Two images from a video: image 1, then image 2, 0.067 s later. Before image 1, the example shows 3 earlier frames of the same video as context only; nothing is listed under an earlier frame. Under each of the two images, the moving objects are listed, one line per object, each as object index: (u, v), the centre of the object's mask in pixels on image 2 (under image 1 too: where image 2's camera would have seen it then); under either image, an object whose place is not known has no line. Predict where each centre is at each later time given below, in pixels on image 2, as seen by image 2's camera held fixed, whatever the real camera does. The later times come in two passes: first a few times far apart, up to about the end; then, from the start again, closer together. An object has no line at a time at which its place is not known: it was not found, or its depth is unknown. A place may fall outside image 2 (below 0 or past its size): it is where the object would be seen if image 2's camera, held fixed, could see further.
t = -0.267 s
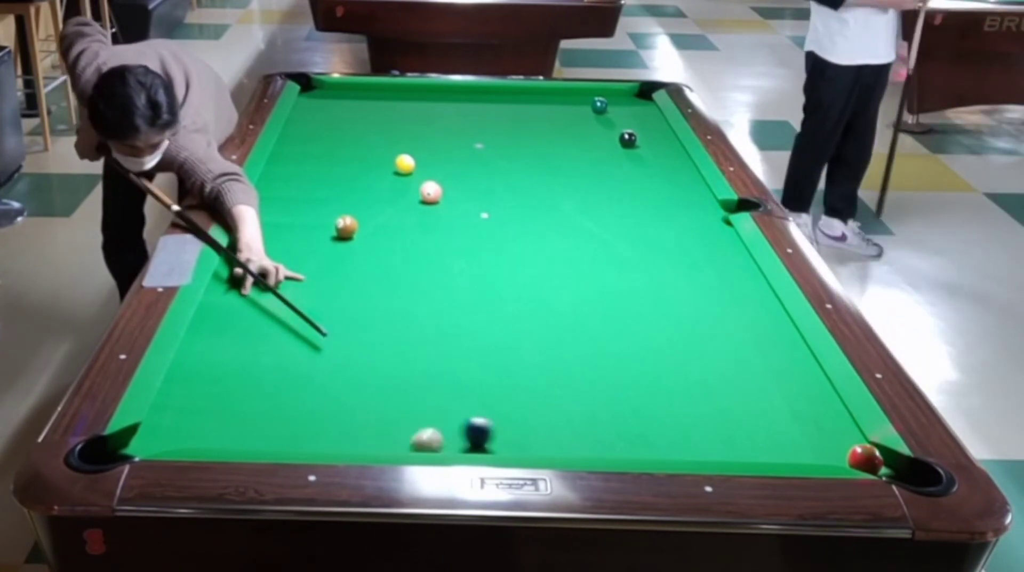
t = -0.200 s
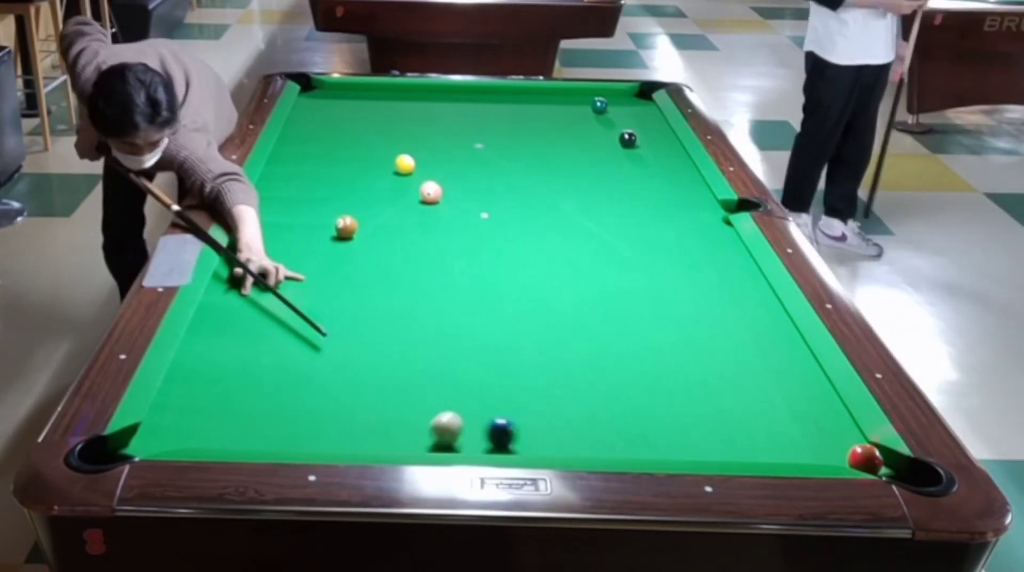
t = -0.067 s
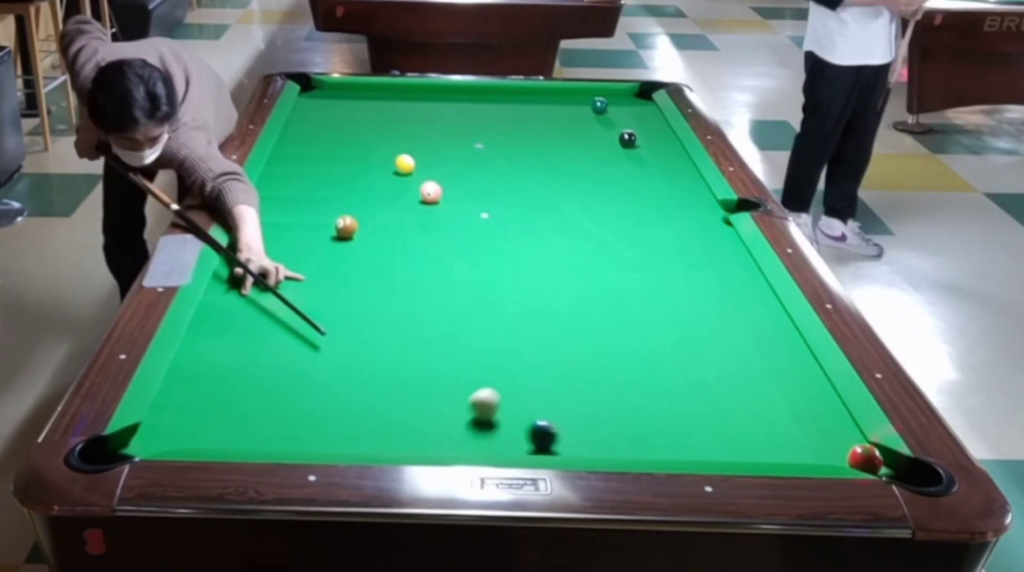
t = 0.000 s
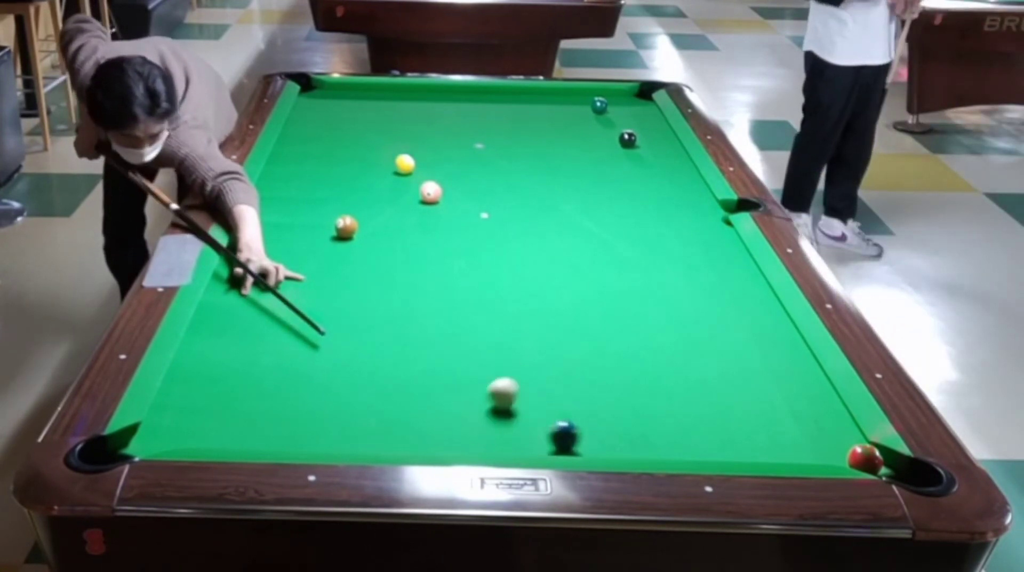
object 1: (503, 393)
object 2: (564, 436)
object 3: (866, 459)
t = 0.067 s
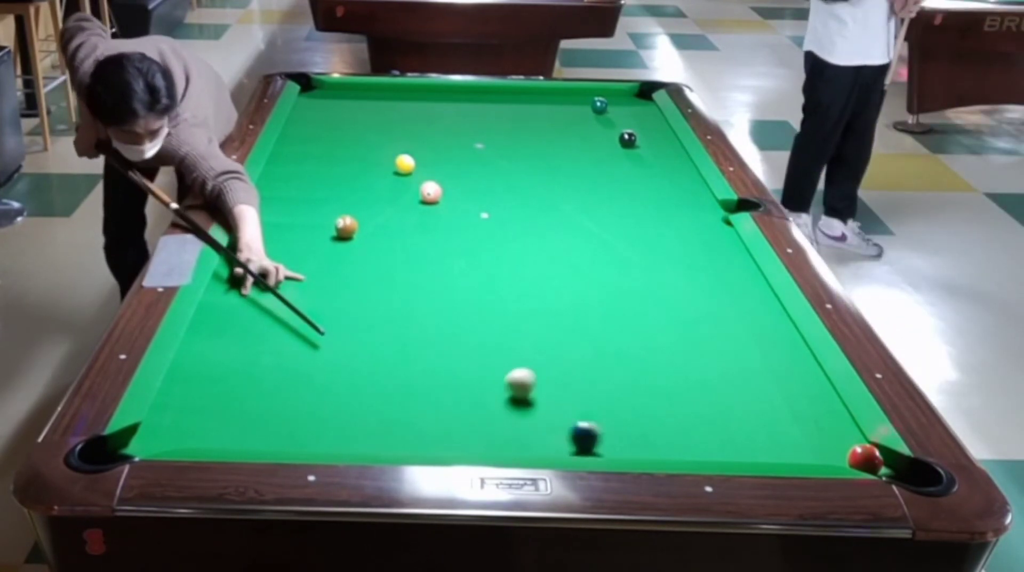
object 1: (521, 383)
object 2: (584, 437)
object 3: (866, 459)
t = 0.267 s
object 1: (569, 354)
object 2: (645, 439)
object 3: (866, 459)
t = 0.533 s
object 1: (626, 321)
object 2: (724, 441)
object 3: (866, 459)
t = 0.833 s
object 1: (681, 289)
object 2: (810, 444)
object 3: (865, 459)
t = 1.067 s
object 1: (718, 267)
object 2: (844, 442)
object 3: (873, 462)
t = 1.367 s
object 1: (717, 244)
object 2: (808, 438)
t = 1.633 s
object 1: (683, 226)
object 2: (780, 435)
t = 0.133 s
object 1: (538, 373)
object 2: (605, 438)
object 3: (866, 459)
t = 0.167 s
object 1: (546, 368)
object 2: (615, 438)
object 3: (866, 459)
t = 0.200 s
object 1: (554, 363)
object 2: (625, 438)
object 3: (866, 459)
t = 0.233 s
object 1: (562, 359)
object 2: (635, 439)
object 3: (866, 459)
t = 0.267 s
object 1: (569, 354)
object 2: (645, 439)
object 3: (866, 459)
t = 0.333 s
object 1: (585, 346)
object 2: (665, 440)
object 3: (866, 459)
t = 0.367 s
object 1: (591, 341)
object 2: (675, 440)
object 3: (866, 459)
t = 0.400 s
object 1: (599, 337)
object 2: (685, 440)
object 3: (866, 459)
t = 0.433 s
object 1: (606, 333)
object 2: (694, 441)
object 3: (866, 459)
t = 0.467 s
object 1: (613, 329)
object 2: (705, 441)
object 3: (866, 459)
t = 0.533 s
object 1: (626, 321)
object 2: (724, 441)
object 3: (866, 459)
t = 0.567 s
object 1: (632, 318)
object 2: (734, 441)
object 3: (866, 459)
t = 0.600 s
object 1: (639, 314)
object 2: (743, 443)
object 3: (866, 459)
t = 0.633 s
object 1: (645, 310)
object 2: (753, 442)
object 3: (866, 459)
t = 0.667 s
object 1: (651, 306)
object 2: (763, 443)
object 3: (866, 459)
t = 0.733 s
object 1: (663, 299)
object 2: (781, 443)
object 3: (866, 459)
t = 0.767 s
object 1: (669, 296)
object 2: (791, 443)
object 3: (866, 459)
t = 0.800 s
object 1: (675, 292)
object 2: (800, 444)
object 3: (865, 459)
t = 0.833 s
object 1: (681, 289)
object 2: (810, 444)
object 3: (865, 459)
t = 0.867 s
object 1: (686, 286)
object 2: (819, 444)
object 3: (865, 459)
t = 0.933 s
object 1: (697, 279)
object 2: (837, 445)
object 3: (866, 459)
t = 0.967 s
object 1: (703, 277)
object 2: (843, 443)
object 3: (867, 460)
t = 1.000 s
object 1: (708, 274)
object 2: (850, 440)
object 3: (869, 461)
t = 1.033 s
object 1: (713, 270)
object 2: (848, 443)
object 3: (871, 461)
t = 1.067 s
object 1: (718, 267)
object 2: (844, 442)
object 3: (873, 462)
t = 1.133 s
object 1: (729, 262)
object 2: (836, 441)
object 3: (879, 466)
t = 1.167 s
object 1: (733, 259)
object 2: (832, 440)
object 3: (883, 469)
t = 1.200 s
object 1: (738, 256)
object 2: (827, 440)
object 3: (888, 473)
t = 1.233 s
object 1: (736, 254)
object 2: (823, 439)
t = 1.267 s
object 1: (730, 251)
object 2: (819, 439)
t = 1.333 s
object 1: (721, 246)
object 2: (812, 438)
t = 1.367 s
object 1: (717, 244)
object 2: (808, 438)
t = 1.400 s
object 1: (713, 241)
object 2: (804, 437)
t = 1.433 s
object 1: (708, 239)
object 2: (800, 437)
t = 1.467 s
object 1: (704, 237)
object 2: (797, 437)
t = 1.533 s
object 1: (695, 232)
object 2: (790, 436)
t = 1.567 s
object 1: (691, 230)
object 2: (787, 436)
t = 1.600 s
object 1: (687, 228)
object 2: (783, 435)
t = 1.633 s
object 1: (683, 226)
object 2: (780, 435)
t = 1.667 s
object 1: (679, 223)
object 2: (776, 434)
